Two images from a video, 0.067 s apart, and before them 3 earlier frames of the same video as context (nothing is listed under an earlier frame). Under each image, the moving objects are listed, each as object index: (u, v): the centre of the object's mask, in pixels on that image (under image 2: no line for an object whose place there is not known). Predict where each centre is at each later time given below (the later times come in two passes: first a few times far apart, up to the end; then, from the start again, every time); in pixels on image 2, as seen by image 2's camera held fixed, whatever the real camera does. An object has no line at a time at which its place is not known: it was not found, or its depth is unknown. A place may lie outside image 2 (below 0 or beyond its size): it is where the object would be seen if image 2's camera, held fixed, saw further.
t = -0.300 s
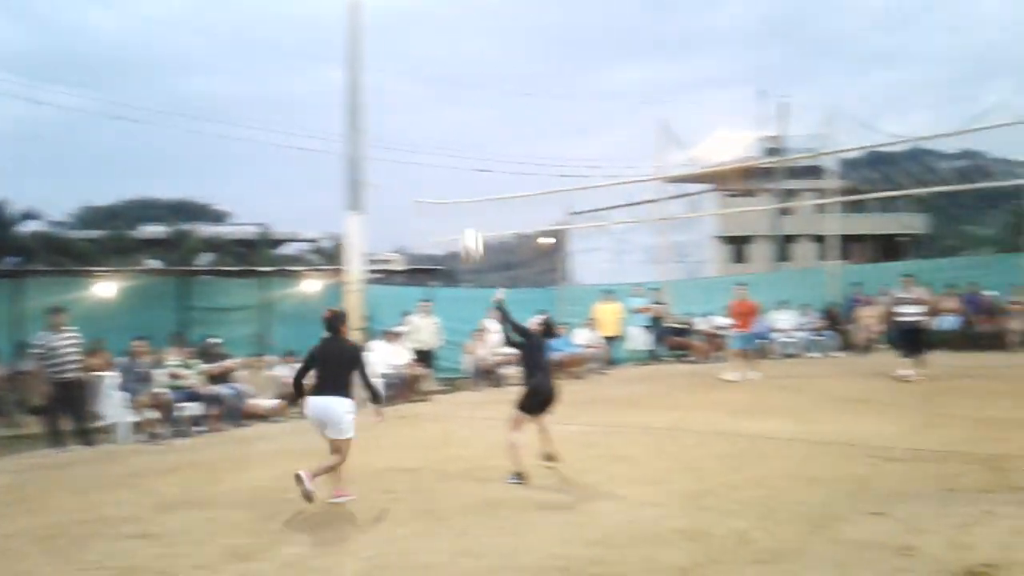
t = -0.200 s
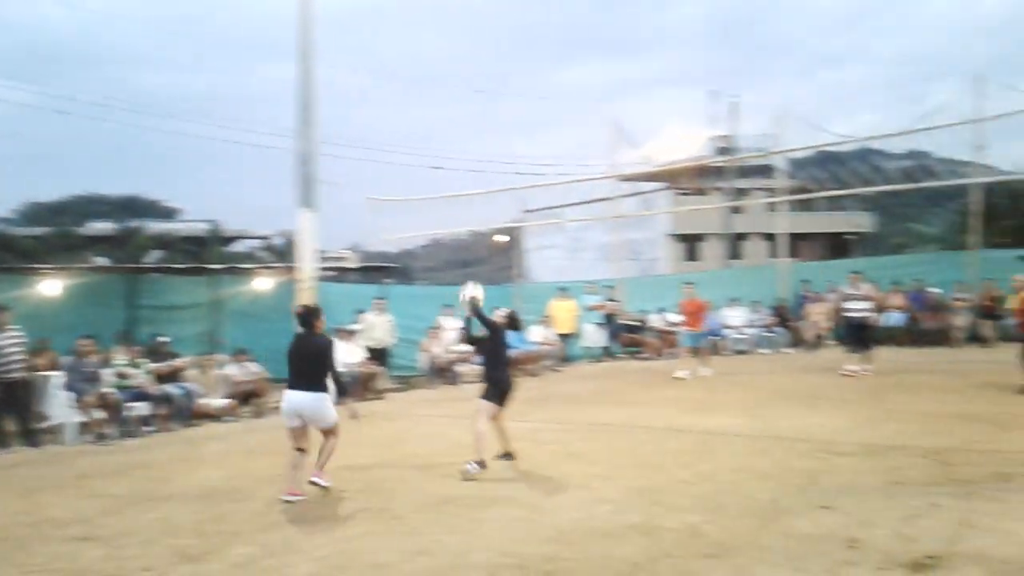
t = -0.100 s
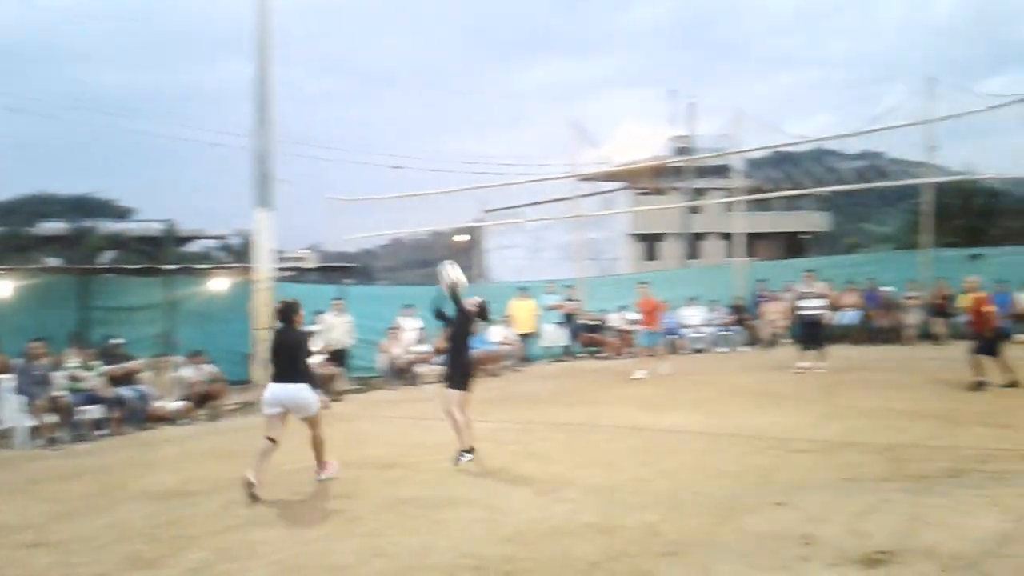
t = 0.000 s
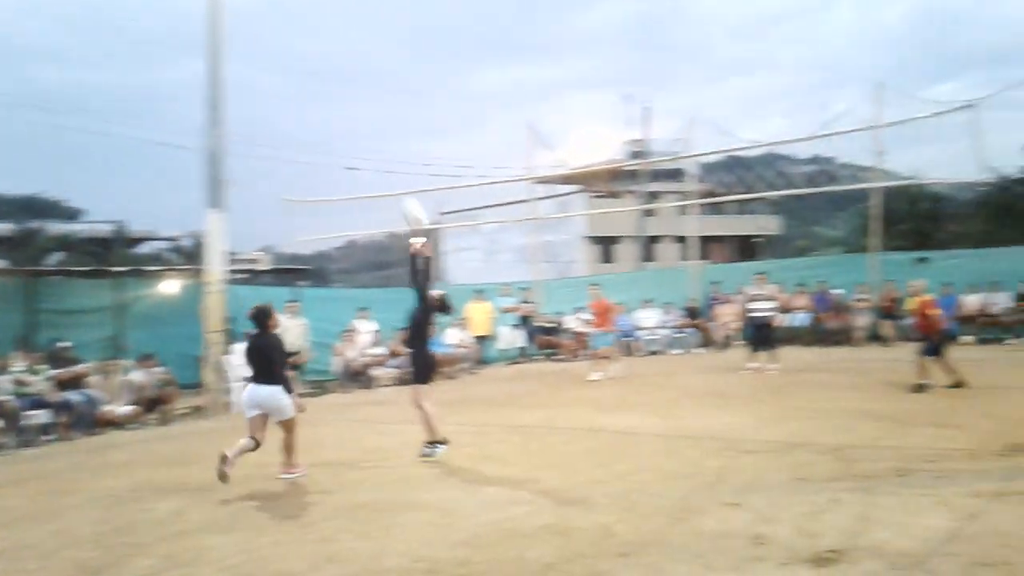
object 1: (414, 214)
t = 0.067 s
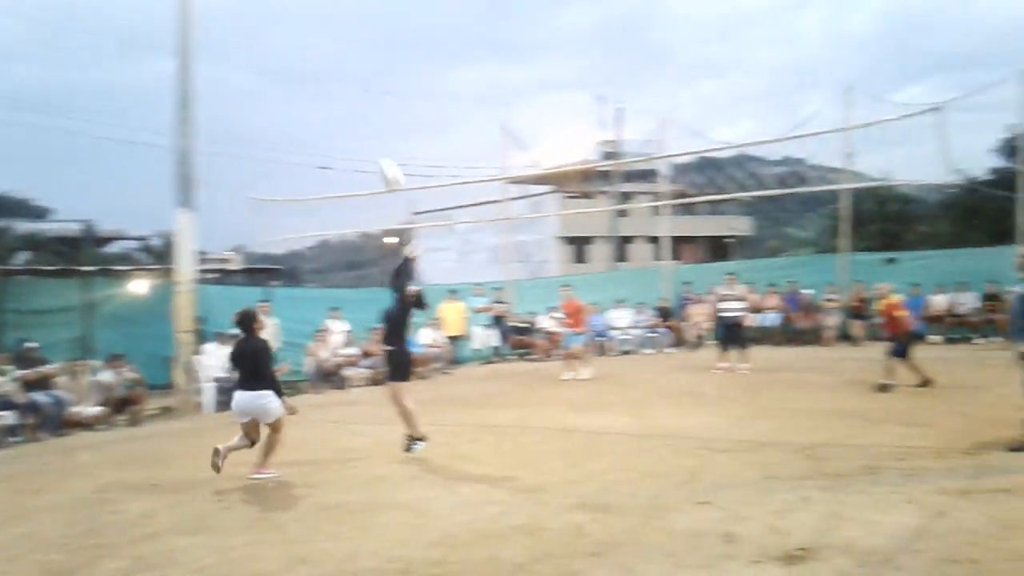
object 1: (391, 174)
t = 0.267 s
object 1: (397, 84)
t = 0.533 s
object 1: (409, 28)
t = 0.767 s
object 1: (422, 35)
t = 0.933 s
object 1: (435, 73)
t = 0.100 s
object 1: (392, 156)
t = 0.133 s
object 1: (393, 140)
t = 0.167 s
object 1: (394, 124)
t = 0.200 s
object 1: (394, 110)
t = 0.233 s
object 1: (396, 96)
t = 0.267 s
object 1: (397, 84)
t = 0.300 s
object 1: (398, 73)
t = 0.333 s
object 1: (399, 62)
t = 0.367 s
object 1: (402, 54)
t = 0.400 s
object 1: (402, 47)
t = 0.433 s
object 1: (404, 40)
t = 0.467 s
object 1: (406, 35)
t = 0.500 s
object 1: (408, 31)
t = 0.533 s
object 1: (409, 28)
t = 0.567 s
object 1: (411, 26)
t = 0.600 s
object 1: (413, 25)
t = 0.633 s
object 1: (415, 25)
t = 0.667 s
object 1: (417, 26)
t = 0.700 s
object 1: (418, 28)
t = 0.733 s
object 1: (421, 31)
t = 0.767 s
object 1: (422, 35)
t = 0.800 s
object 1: (425, 41)
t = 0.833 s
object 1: (427, 48)
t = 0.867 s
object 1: (430, 56)
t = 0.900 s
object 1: (433, 64)
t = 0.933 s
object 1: (435, 73)
